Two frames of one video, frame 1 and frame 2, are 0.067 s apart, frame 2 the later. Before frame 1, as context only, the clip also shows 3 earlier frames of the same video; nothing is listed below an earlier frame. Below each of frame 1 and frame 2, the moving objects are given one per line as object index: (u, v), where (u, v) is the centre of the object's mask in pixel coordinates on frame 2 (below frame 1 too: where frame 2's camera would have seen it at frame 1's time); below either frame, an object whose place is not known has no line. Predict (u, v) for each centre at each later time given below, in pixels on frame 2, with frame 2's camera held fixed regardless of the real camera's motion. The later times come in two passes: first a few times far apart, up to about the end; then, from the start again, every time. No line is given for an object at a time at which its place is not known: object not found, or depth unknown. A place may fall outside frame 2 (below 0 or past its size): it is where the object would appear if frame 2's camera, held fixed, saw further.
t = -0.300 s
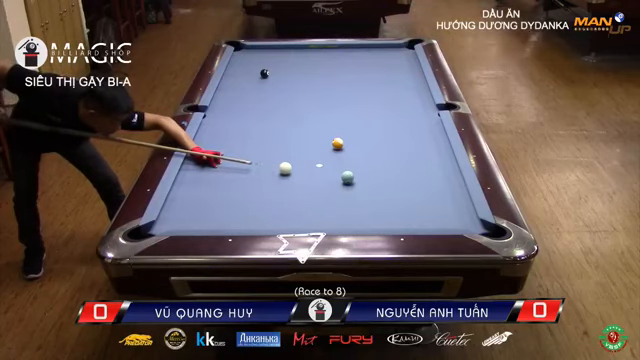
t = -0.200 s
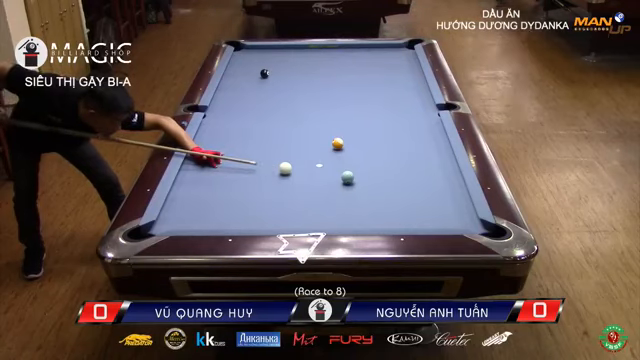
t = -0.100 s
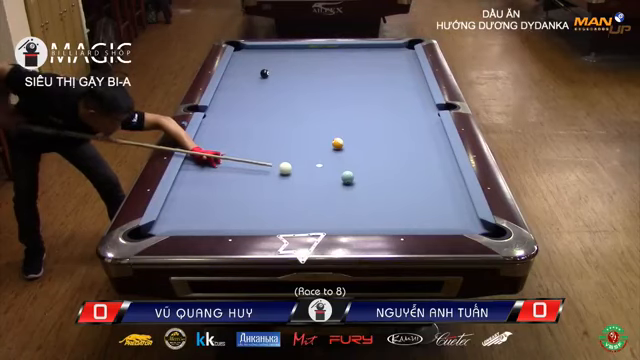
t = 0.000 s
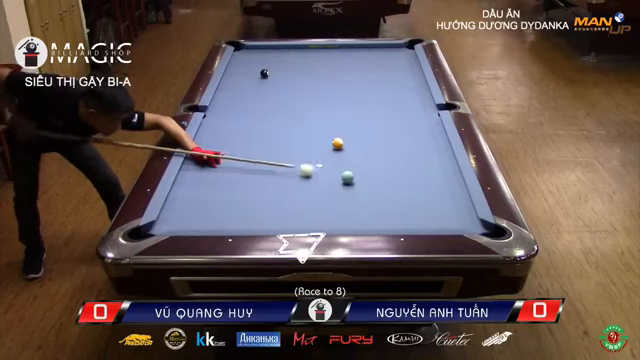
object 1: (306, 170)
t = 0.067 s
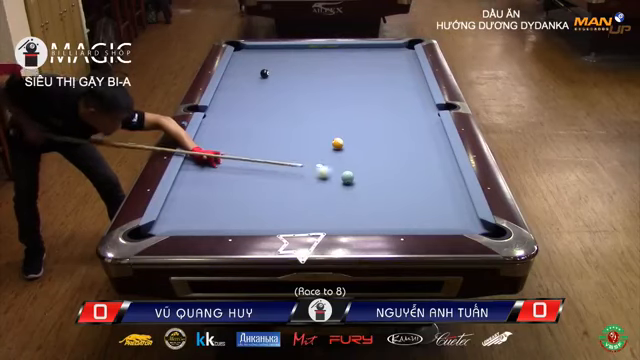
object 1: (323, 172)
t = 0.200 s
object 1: (344, 171)
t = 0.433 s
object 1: (370, 165)
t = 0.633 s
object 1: (391, 161)
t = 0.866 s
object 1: (413, 156)
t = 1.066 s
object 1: (431, 152)
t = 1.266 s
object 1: (444, 148)
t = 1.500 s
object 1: (432, 144)
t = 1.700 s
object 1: (421, 141)
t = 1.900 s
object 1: (411, 138)
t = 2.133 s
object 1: (401, 135)
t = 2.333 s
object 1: (393, 132)
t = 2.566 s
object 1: (385, 129)
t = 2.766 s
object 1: (378, 127)
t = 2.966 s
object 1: (372, 125)
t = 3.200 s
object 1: (365, 123)
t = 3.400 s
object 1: (360, 122)
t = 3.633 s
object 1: (354, 120)
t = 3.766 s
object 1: (354, 119)
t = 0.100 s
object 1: (330, 173)
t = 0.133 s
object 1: (338, 173)
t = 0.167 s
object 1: (341, 172)
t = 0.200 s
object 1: (344, 171)
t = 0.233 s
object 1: (348, 170)
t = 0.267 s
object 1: (352, 169)
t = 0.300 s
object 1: (356, 169)
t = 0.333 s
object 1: (359, 168)
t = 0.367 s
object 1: (363, 167)
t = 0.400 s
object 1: (366, 166)
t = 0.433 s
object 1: (370, 165)
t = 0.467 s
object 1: (373, 165)
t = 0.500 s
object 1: (377, 164)
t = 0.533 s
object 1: (381, 163)
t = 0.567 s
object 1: (384, 162)
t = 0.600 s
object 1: (387, 162)
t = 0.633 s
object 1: (391, 161)
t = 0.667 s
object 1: (394, 160)
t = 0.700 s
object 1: (397, 160)
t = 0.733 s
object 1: (401, 159)
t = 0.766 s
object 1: (404, 158)
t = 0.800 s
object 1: (407, 157)
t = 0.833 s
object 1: (410, 157)
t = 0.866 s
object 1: (413, 156)
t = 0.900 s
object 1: (416, 155)
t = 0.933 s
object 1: (419, 155)
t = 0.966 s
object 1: (422, 154)
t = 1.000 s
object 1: (425, 153)
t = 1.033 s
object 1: (428, 153)
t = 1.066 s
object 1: (431, 152)
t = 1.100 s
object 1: (435, 151)
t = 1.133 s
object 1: (437, 151)
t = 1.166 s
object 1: (440, 150)
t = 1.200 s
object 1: (443, 149)
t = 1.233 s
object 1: (445, 149)
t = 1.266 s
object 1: (444, 148)
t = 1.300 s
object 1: (442, 147)
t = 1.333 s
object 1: (440, 147)
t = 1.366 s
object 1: (438, 146)
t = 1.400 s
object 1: (436, 146)
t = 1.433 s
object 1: (435, 145)
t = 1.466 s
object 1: (433, 145)
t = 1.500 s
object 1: (432, 144)
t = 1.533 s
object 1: (430, 144)
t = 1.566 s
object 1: (428, 143)
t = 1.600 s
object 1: (426, 143)
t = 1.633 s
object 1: (424, 142)
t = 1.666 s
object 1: (422, 141)
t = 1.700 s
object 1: (421, 141)
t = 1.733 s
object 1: (419, 140)
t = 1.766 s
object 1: (417, 140)
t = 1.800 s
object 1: (416, 139)
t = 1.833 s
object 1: (414, 139)
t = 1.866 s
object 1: (413, 138)
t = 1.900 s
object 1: (411, 138)
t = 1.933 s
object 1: (410, 137)
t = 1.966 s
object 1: (408, 137)
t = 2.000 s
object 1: (407, 136)
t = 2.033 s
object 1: (406, 136)
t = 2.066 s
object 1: (404, 135)
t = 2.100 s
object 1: (403, 135)
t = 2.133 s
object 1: (401, 135)
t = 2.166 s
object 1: (400, 134)
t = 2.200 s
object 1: (398, 134)
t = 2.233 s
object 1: (397, 134)
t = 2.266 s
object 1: (396, 133)
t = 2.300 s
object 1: (395, 132)
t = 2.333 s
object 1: (393, 132)
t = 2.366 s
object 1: (392, 132)
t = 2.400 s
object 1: (390, 131)
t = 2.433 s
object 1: (389, 131)
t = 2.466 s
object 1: (388, 130)
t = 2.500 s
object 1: (387, 130)
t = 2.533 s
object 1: (386, 130)
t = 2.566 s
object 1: (385, 129)
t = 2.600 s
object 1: (384, 129)
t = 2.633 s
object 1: (382, 129)
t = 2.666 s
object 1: (382, 128)
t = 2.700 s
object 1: (380, 128)
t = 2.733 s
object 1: (379, 127)
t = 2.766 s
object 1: (378, 127)
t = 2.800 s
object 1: (377, 127)
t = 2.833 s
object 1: (376, 126)
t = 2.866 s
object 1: (375, 126)
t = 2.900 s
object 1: (374, 126)
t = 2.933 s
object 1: (373, 126)
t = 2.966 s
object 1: (372, 125)
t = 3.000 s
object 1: (371, 125)
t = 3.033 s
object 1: (370, 125)
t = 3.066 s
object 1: (369, 124)
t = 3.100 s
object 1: (368, 124)
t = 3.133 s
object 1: (367, 124)
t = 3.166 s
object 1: (366, 123)
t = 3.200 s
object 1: (365, 123)
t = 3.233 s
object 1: (364, 123)
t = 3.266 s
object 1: (363, 122)
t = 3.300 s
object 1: (362, 123)
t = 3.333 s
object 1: (362, 122)
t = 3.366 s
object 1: (361, 122)
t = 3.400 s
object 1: (360, 122)
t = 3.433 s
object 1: (359, 121)
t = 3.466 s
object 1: (358, 121)
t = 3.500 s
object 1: (358, 121)
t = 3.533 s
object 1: (357, 121)
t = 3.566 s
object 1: (357, 121)
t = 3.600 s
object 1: (355, 120)
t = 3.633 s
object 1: (354, 120)
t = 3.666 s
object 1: (354, 120)
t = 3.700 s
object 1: (353, 120)
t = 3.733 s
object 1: (352, 119)
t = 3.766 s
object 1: (354, 119)
